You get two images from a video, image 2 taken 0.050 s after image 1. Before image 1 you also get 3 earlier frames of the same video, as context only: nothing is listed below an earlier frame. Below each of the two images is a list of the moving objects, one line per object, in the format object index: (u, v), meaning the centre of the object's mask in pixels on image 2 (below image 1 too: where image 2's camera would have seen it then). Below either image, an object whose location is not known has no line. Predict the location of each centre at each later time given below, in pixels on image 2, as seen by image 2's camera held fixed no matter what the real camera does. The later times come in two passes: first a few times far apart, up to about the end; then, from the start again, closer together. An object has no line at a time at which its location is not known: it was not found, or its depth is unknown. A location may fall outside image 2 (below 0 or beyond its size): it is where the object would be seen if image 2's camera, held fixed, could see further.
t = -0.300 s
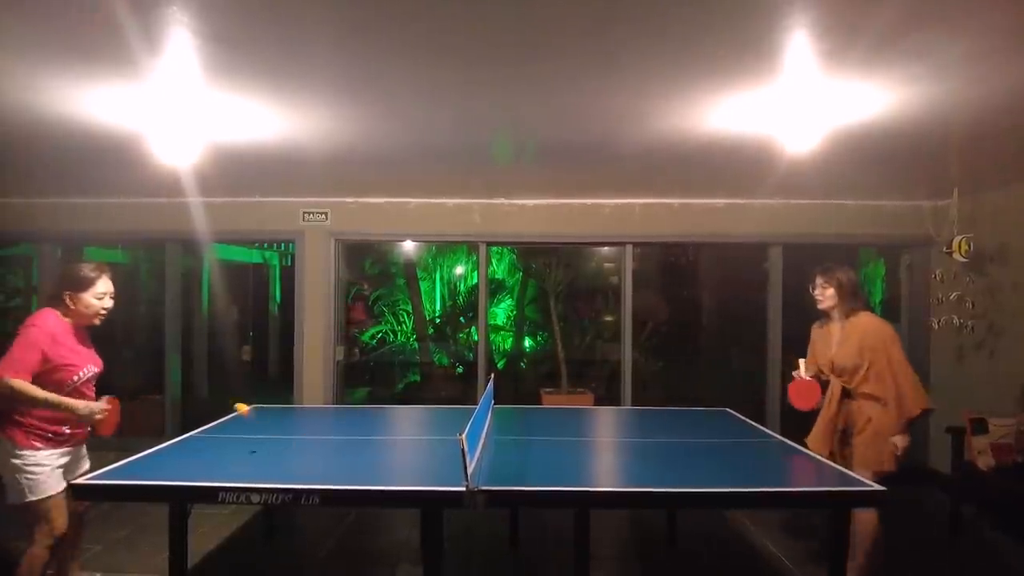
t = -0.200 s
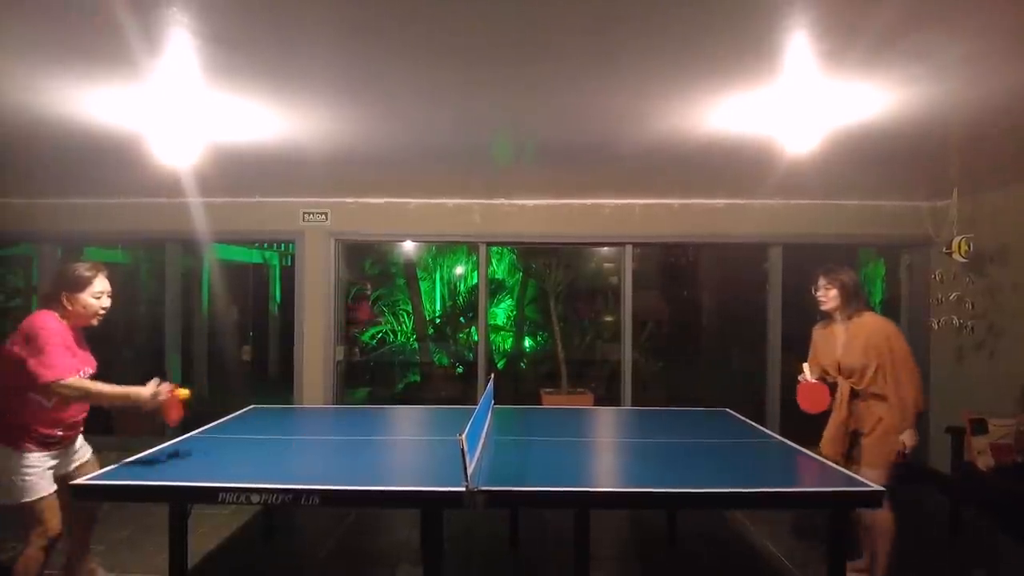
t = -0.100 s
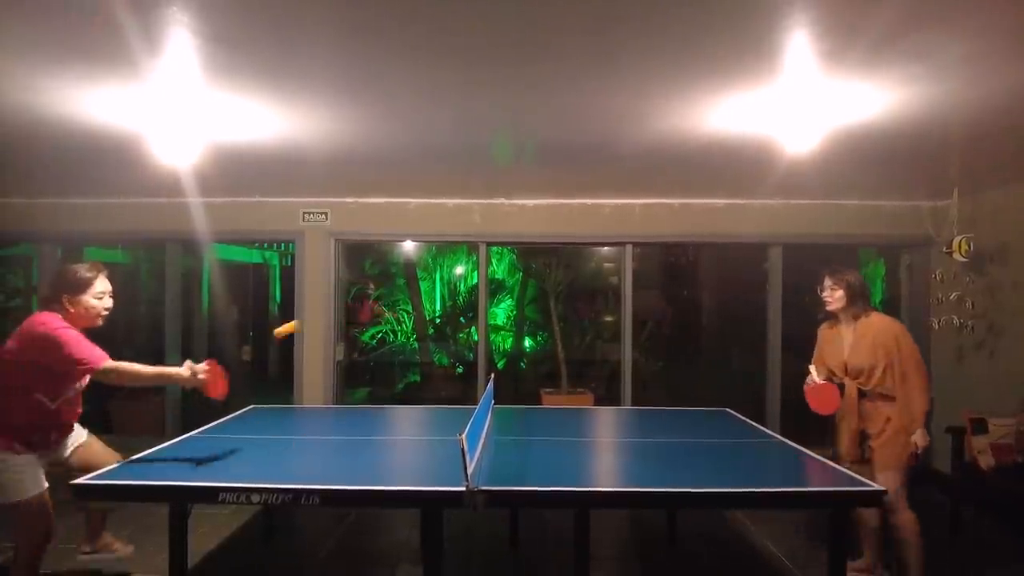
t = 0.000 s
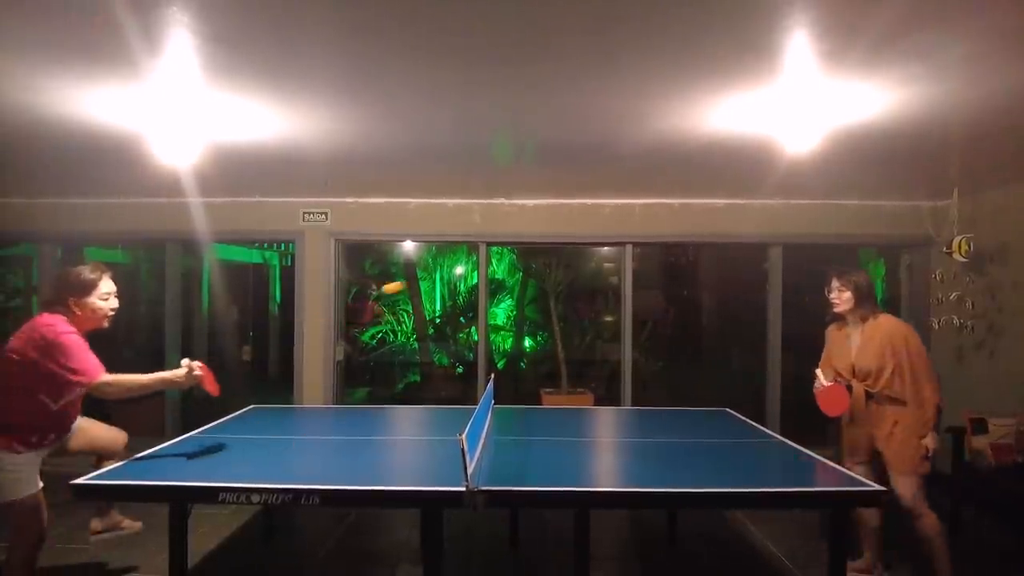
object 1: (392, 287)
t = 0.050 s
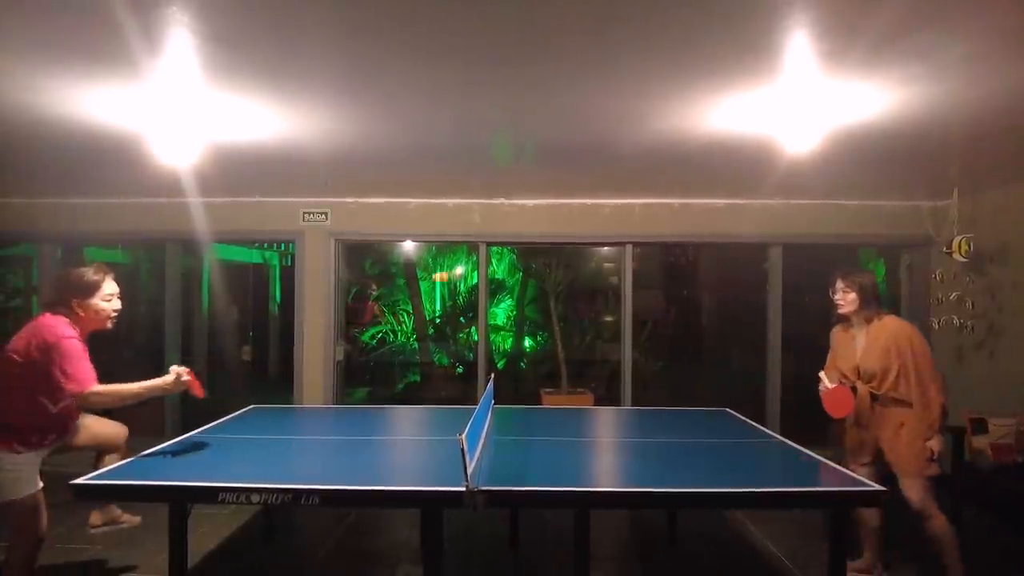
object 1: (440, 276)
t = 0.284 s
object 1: (651, 302)
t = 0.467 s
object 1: (791, 403)
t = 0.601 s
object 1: (876, 514)
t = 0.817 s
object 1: (979, 493)
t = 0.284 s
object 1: (651, 302)
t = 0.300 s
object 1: (665, 308)
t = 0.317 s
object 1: (678, 315)
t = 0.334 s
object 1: (692, 322)
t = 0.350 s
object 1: (705, 330)
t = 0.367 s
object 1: (718, 339)
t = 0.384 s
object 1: (731, 349)
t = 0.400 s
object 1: (744, 359)
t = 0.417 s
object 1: (756, 369)
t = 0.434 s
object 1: (768, 380)
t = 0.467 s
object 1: (791, 403)
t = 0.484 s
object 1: (802, 415)
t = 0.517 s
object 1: (825, 442)
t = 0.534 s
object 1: (835, 453)
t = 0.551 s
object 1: (844, 463)
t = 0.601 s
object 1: (876, 514)
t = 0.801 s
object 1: (973, 504)
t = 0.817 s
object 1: (979, 493)
